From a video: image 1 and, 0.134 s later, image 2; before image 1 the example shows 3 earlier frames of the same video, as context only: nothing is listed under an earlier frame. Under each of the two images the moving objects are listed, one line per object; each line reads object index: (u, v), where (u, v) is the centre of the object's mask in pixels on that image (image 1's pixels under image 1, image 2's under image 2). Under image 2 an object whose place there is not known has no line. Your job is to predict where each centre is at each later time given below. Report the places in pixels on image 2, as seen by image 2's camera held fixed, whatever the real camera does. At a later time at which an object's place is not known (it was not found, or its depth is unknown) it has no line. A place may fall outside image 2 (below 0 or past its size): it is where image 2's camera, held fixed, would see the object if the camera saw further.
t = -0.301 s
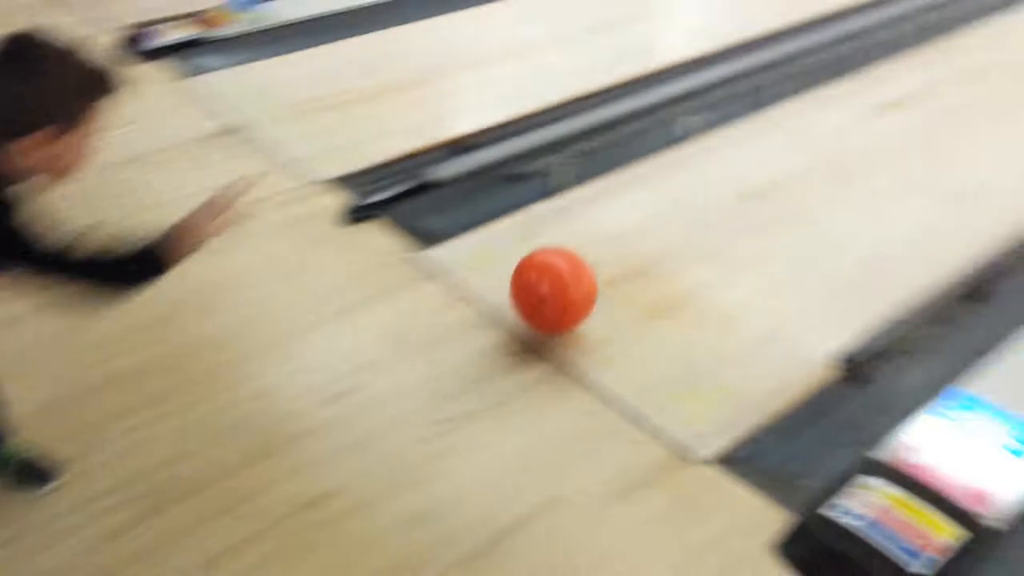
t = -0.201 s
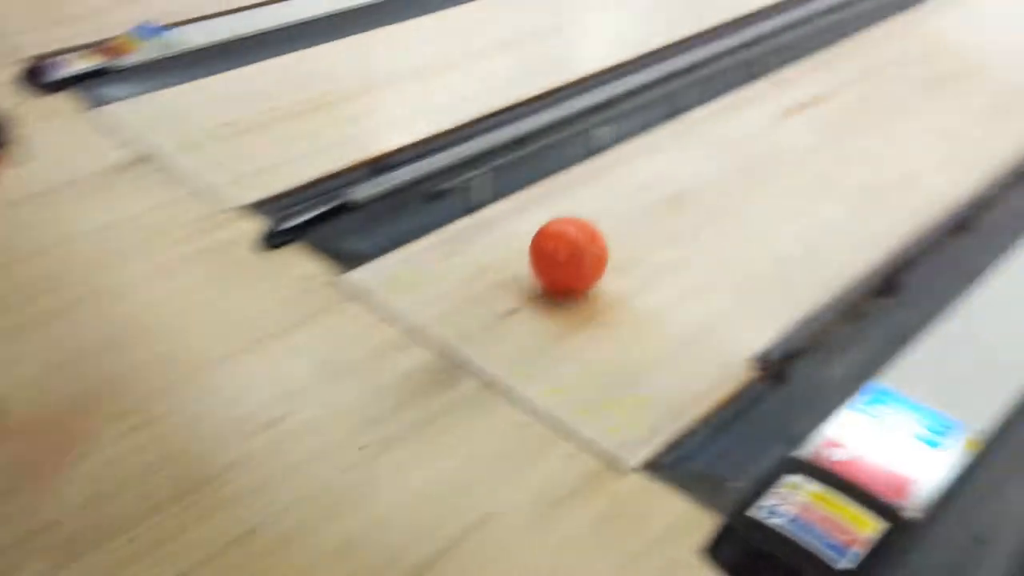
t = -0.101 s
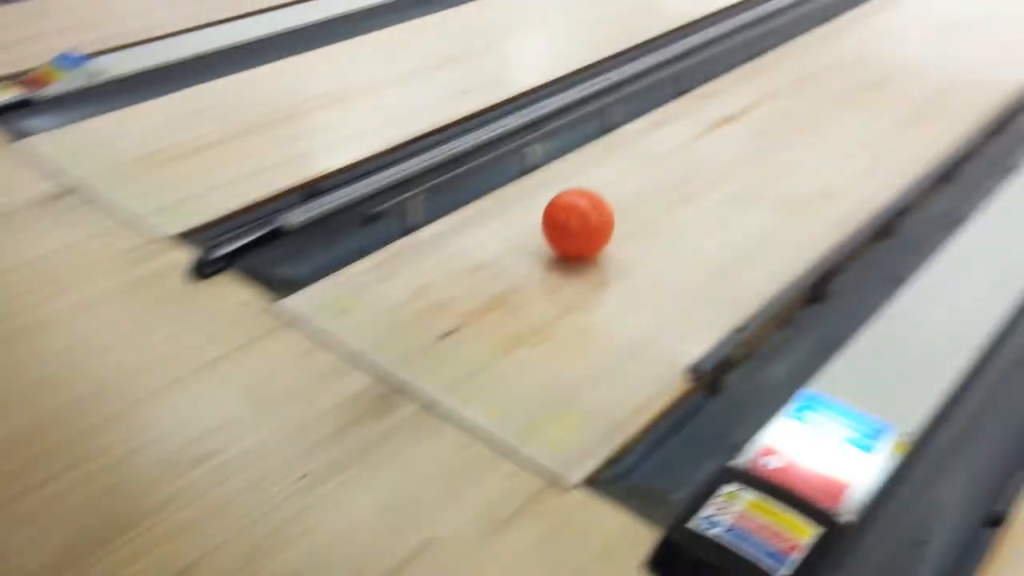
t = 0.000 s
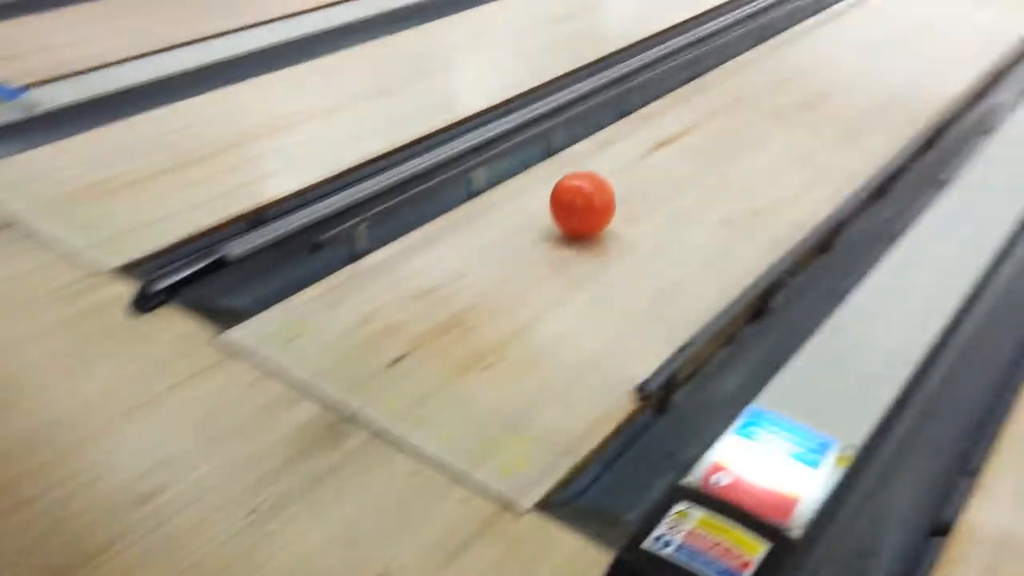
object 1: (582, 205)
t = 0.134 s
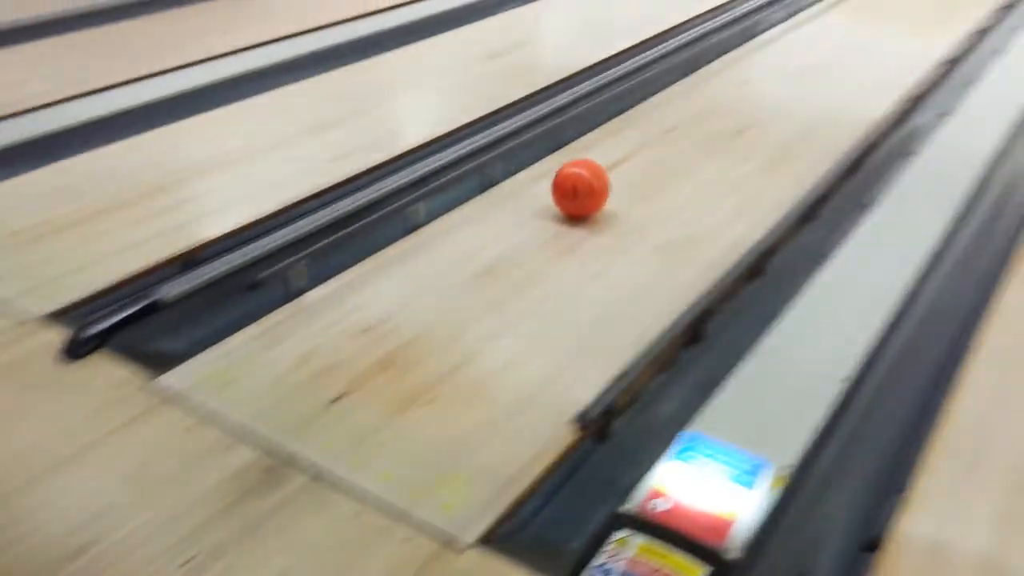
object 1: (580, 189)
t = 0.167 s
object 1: (593, 178)
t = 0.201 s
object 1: (605, 169)
